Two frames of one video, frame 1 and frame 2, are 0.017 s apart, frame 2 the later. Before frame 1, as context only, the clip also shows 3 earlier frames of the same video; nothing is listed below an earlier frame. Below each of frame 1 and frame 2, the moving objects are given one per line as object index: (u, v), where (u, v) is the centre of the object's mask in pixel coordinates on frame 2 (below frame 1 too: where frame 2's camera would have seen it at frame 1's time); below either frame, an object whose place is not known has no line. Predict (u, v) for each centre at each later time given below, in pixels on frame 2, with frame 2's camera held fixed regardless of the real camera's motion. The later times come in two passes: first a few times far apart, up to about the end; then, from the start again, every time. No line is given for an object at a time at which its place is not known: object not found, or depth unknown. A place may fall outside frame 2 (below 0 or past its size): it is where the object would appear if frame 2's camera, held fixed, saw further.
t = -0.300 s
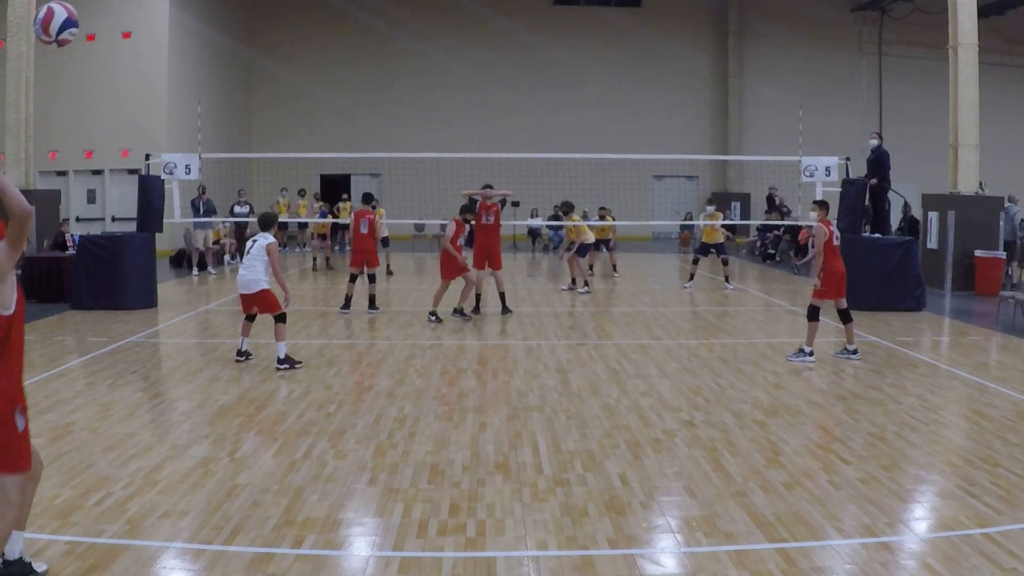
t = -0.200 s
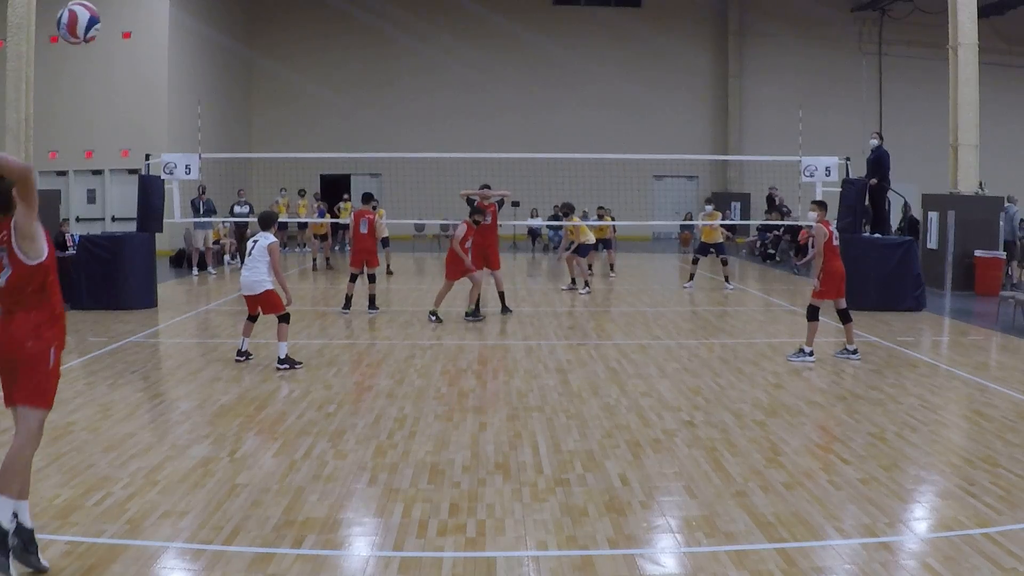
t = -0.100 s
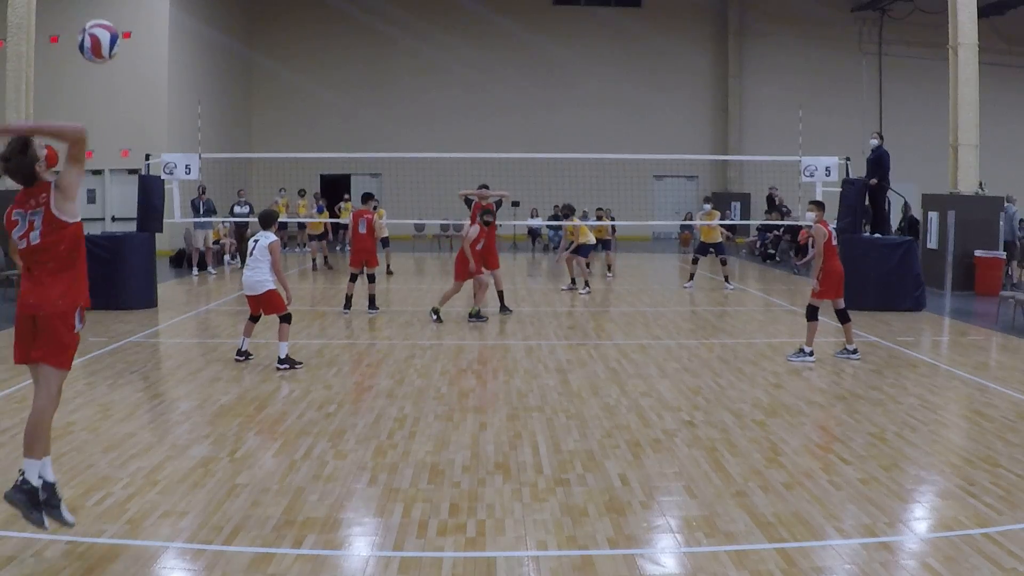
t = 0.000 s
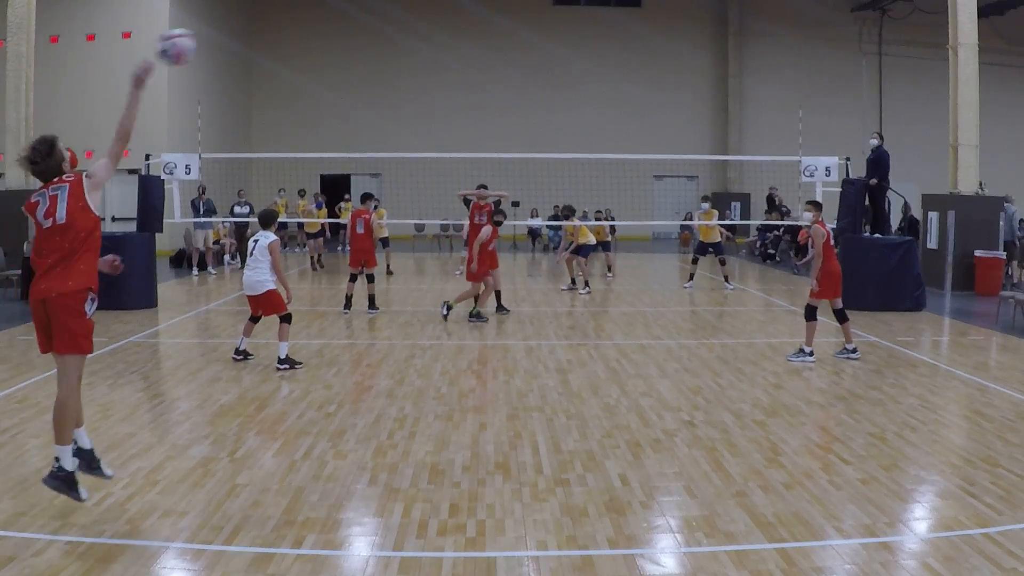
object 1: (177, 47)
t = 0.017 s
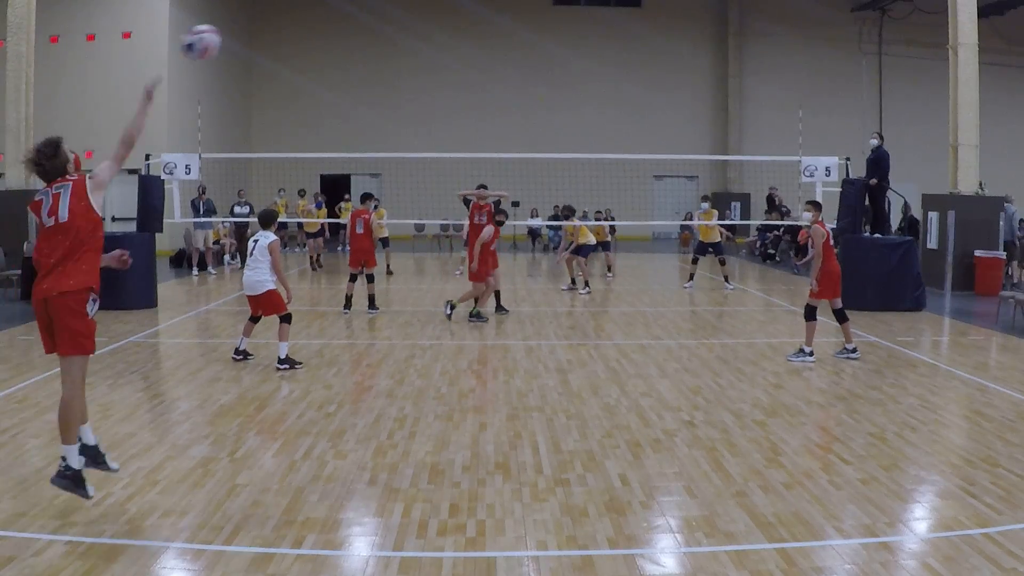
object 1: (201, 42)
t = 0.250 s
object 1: (411, 33)
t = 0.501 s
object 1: (512, 78)
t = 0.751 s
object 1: (567, 132)
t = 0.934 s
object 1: (594, 175)
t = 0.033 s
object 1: (224, 38)
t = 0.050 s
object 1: (245, 35)
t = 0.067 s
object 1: (265, 33)
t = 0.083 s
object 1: (282, 31)
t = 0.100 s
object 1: (299, 29)
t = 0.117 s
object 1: (315, 29)
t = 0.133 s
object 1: (329, 28)
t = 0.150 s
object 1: (343, 27)
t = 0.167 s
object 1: (356, 28)
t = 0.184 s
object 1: (368, 28)
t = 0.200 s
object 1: (380, 29)
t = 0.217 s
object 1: (391, 30)
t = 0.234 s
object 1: (401, 32)
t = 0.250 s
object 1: (411, 33)
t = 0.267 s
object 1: (420, 36)
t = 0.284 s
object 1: (429, 38)
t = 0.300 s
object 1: (437, 41)
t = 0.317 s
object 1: (445, 43)
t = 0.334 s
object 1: (452, 46)
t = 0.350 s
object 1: (460, 49)
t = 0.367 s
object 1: (466, 52)
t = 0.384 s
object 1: (473, 55)
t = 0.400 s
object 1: (480, 58)
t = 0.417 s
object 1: (486, 61)
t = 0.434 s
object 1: (492, 65)
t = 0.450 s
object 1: (498, 68)
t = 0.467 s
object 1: (503, 72)
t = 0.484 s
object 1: (508, 75)
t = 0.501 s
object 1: (512, 78)
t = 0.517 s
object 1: (517, 81)
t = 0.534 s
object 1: (522, 84)
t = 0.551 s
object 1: (525, 88)
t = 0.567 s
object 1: (530, 92)
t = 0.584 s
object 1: (534, 95)
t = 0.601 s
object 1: (537, 99)
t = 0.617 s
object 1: (541, 103)
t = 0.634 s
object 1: (544, 107)
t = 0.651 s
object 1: (548, 110)
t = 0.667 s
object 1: (552, 114)
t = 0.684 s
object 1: (555, 117)
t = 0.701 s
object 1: (558, 121)
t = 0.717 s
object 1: (561, 125)
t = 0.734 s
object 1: (564, 128)
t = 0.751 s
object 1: (567, 132)
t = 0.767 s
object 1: (570, 136)
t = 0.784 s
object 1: (573, 140)
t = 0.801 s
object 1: (575, 143)
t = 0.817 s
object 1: (578, 148)
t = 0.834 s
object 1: (580, 150)
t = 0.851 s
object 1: (582, 156)
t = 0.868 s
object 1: (585, 160)
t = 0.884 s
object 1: (587, 163)
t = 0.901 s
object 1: (589, 167)
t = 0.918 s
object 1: (592, 171)
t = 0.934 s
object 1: (594, 175)
